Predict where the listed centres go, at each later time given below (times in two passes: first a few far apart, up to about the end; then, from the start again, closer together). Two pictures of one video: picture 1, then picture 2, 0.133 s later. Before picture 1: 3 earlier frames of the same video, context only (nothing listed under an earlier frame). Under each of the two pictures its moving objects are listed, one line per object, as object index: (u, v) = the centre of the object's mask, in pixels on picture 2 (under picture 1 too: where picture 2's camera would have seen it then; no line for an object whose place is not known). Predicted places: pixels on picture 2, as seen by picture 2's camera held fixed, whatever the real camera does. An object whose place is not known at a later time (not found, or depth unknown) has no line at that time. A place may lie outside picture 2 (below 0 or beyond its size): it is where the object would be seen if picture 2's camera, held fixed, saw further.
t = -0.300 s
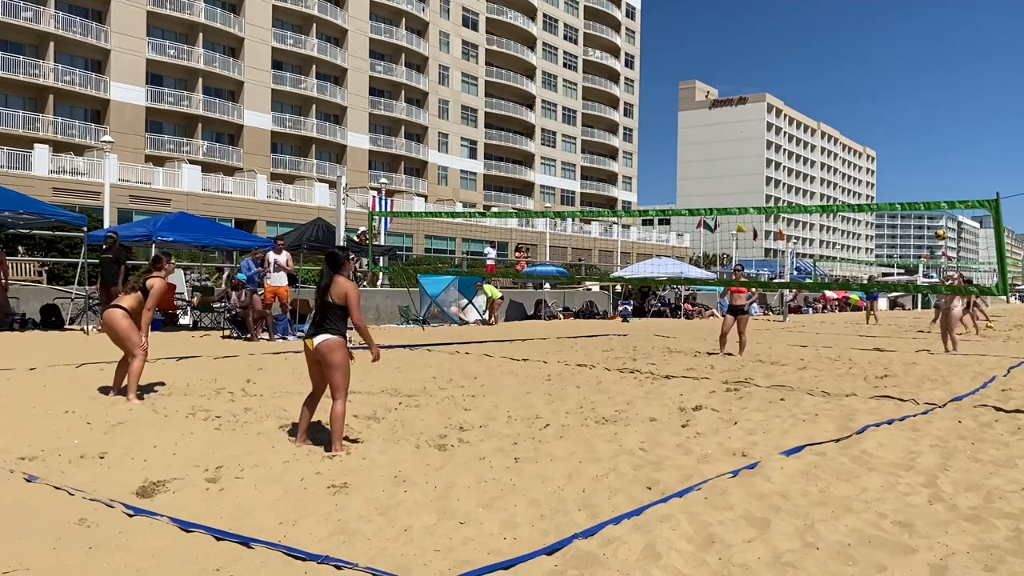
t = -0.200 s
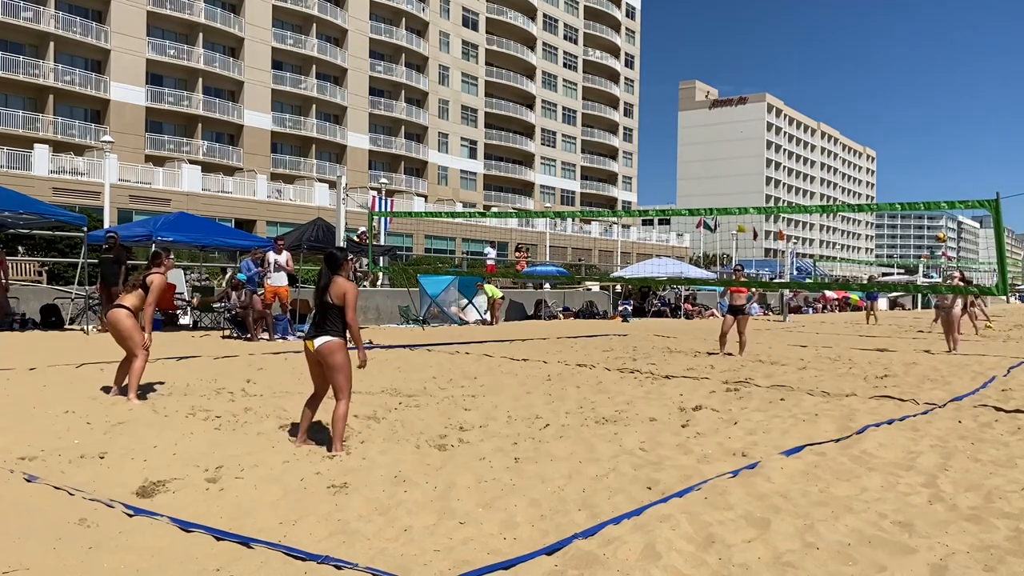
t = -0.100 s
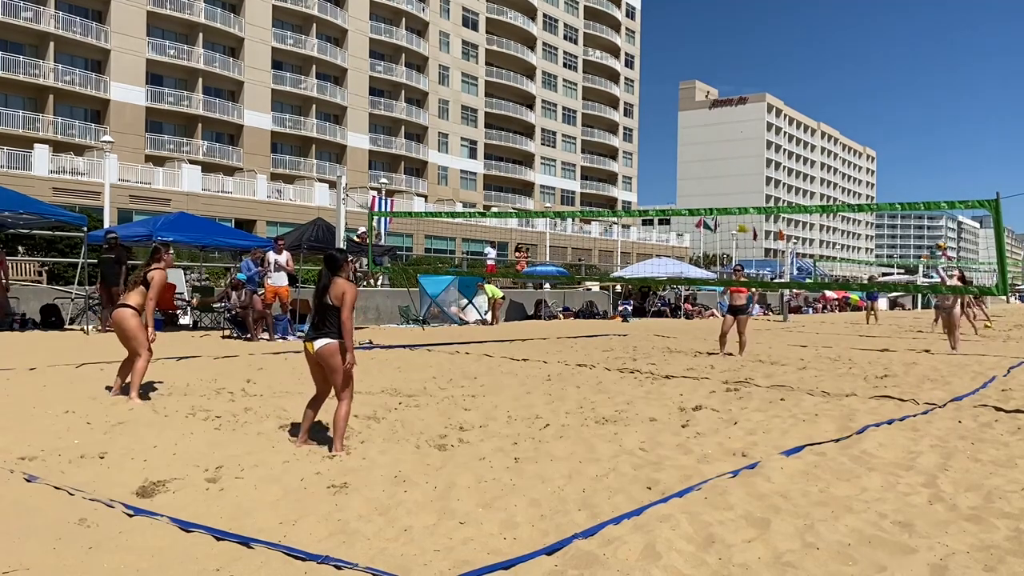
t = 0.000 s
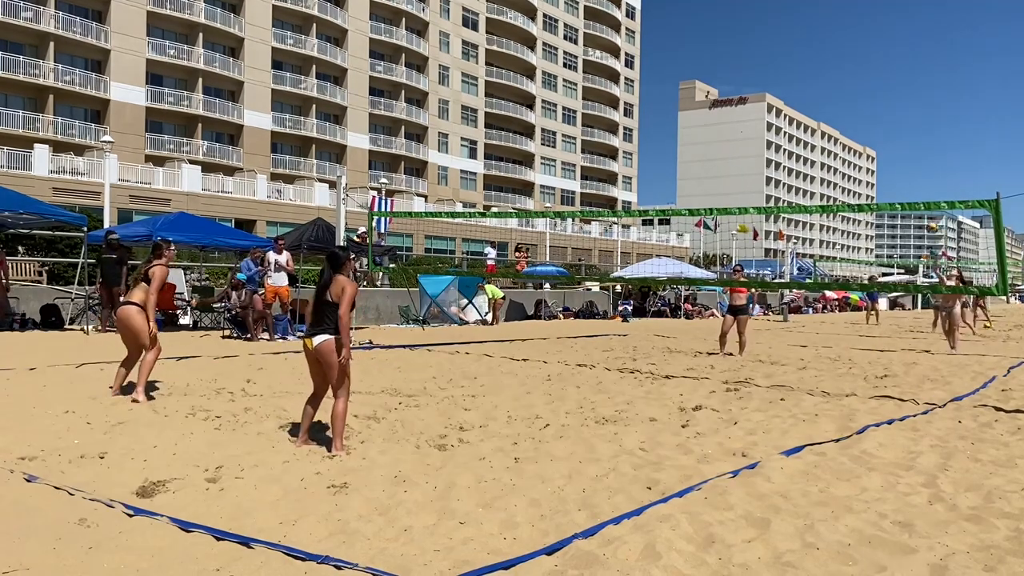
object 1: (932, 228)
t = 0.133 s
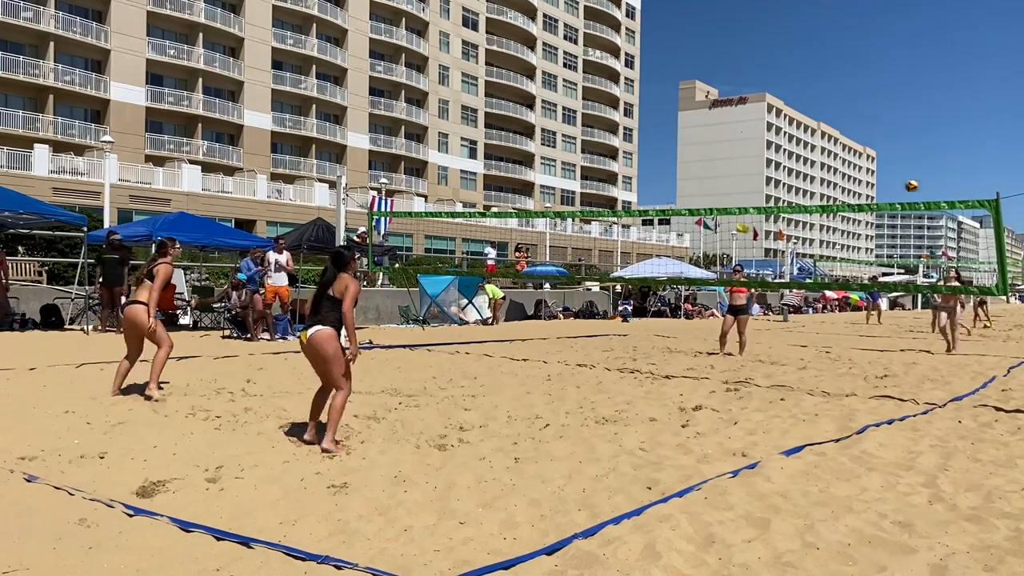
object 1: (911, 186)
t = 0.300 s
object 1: (881, 142)
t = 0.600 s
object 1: (804, 95)
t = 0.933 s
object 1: (681, 117)
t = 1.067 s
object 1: (613, 164)
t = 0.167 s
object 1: (906, 176)
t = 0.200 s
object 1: (900, 167)
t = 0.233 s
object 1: (894, 158)
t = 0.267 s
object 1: (888, 149)
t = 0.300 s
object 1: (881, 142)
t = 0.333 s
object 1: (874, 134)
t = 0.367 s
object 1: (867, 127)
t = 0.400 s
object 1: (860, 121)
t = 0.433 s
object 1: (851, 115)
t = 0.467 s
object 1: (842, 110)
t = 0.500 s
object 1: (833, 105)
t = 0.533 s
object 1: (824, 101)
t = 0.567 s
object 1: (815, 98)
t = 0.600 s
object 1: (804, 95)
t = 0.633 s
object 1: (794, 93)
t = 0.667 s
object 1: (783, 92)
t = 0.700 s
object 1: (772, 91)
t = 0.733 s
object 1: (761, 91)
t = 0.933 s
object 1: (681, 117)
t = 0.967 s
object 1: (666, 126)
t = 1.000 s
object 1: (649, 137)
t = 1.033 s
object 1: (632, 149)
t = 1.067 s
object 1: (613, 164)
